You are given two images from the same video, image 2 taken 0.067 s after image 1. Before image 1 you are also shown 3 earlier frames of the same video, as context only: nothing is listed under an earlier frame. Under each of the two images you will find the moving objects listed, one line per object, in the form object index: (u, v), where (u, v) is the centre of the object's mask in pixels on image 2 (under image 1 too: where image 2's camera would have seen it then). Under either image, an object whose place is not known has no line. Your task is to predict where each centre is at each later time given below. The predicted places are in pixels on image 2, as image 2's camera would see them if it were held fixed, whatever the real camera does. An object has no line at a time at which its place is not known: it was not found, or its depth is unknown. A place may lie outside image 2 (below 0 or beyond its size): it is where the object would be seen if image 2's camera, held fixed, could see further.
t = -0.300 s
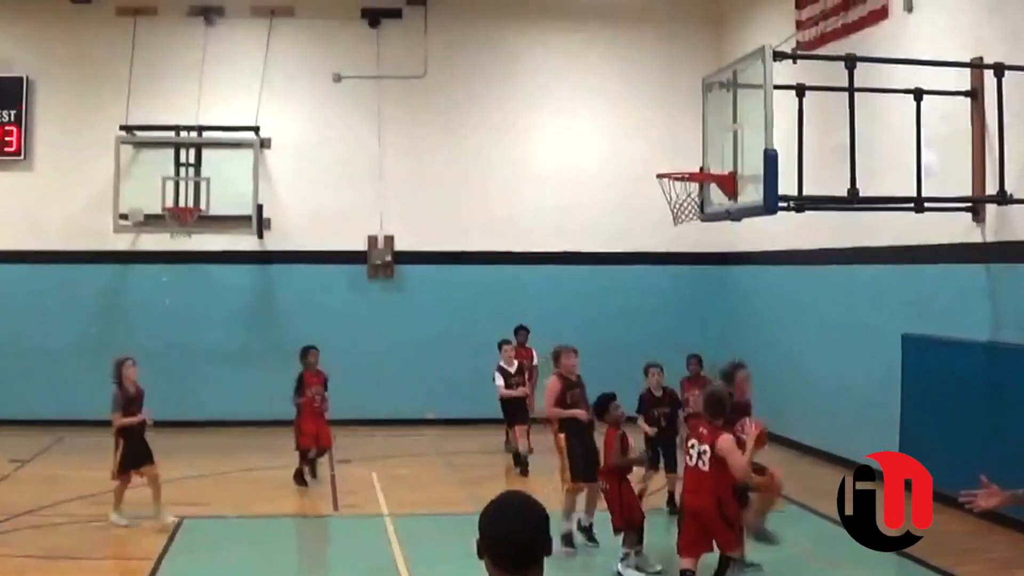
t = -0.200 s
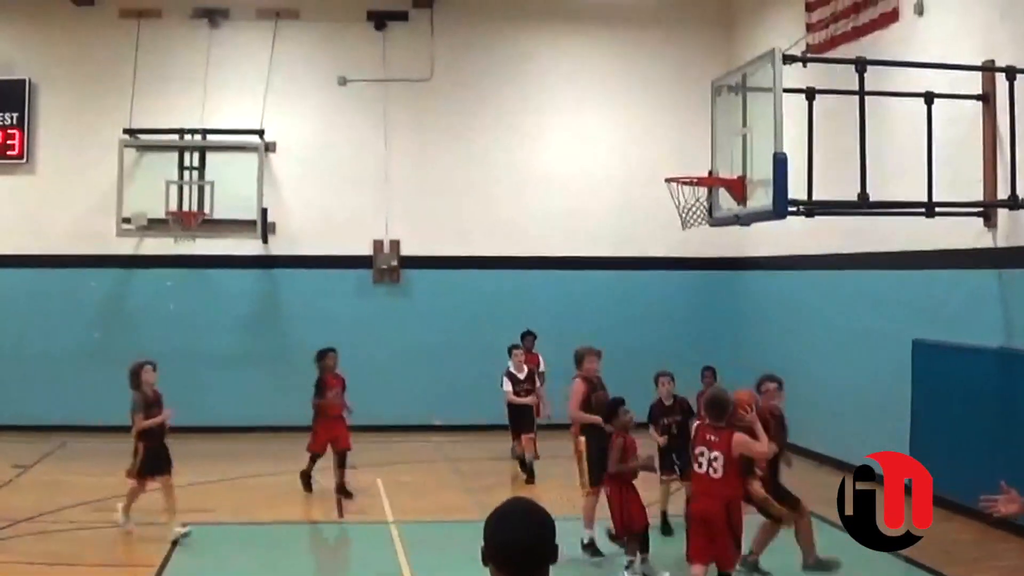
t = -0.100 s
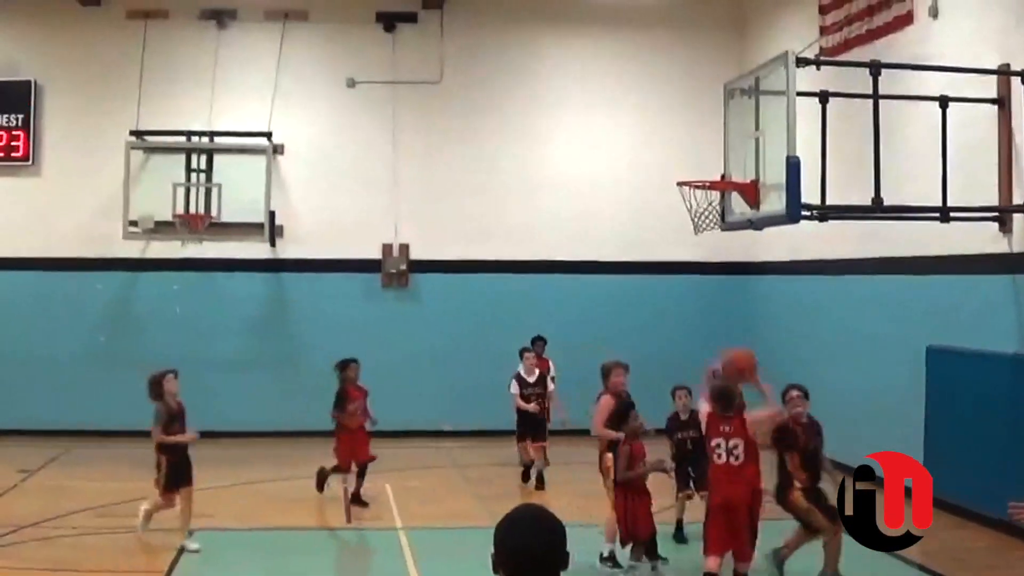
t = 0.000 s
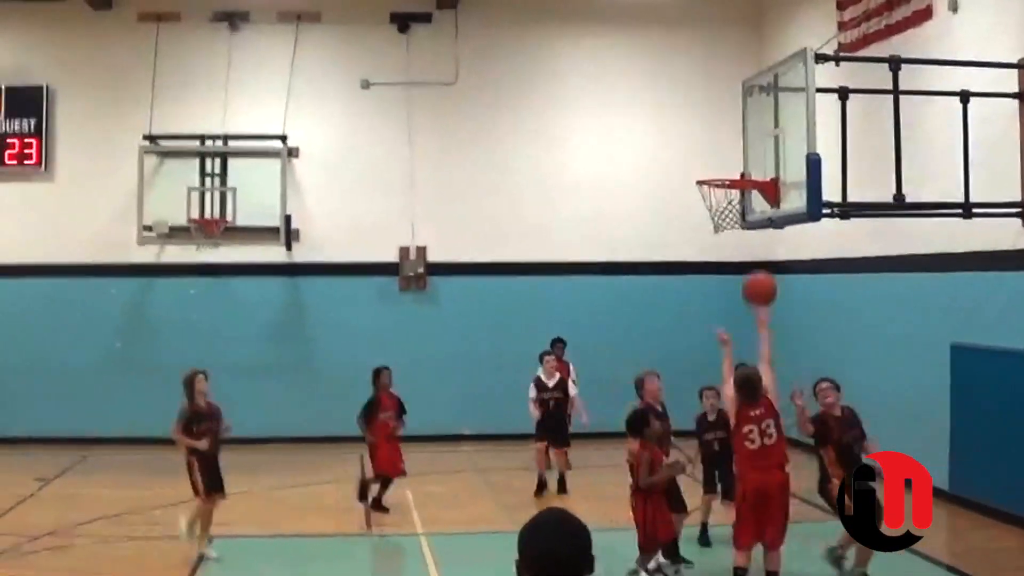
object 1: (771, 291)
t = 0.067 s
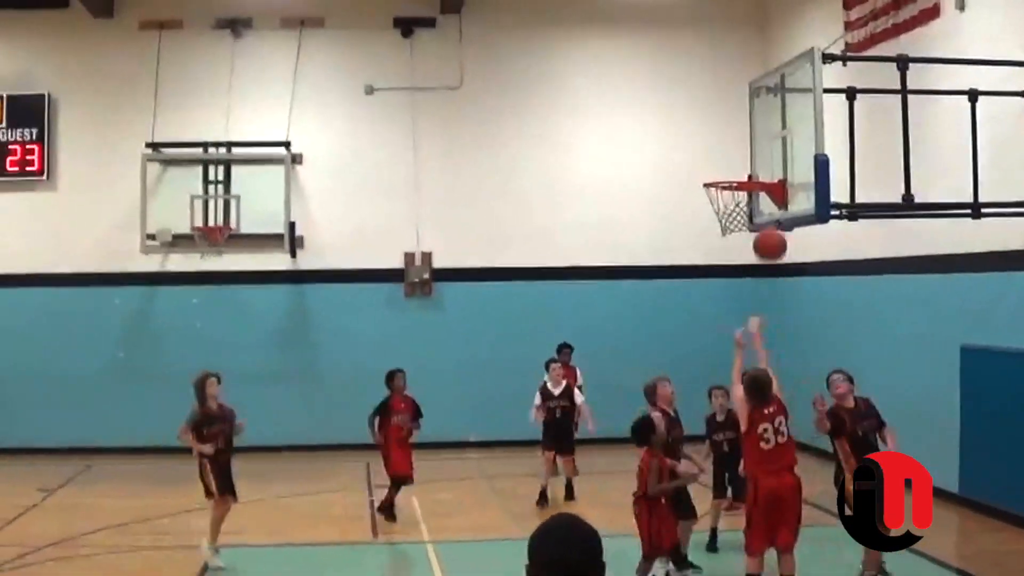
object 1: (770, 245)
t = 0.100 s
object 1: (771, 224)
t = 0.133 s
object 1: (769, 205)
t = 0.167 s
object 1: (774, 190)
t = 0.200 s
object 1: (776, 180)
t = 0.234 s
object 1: (776, 160)
